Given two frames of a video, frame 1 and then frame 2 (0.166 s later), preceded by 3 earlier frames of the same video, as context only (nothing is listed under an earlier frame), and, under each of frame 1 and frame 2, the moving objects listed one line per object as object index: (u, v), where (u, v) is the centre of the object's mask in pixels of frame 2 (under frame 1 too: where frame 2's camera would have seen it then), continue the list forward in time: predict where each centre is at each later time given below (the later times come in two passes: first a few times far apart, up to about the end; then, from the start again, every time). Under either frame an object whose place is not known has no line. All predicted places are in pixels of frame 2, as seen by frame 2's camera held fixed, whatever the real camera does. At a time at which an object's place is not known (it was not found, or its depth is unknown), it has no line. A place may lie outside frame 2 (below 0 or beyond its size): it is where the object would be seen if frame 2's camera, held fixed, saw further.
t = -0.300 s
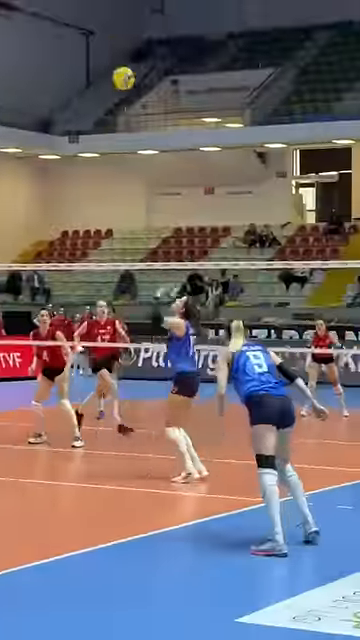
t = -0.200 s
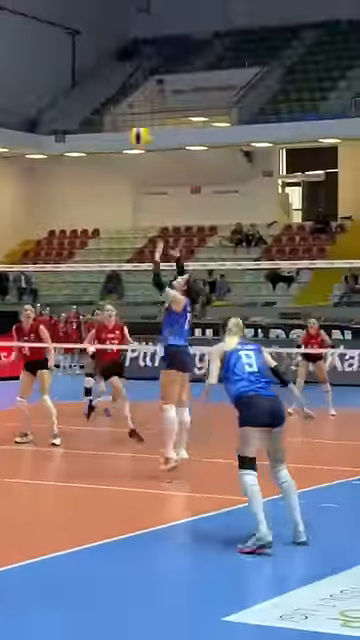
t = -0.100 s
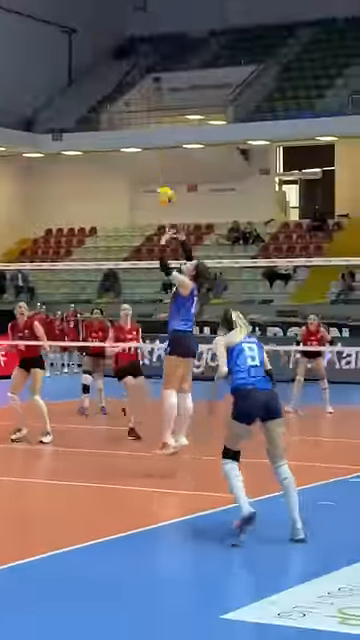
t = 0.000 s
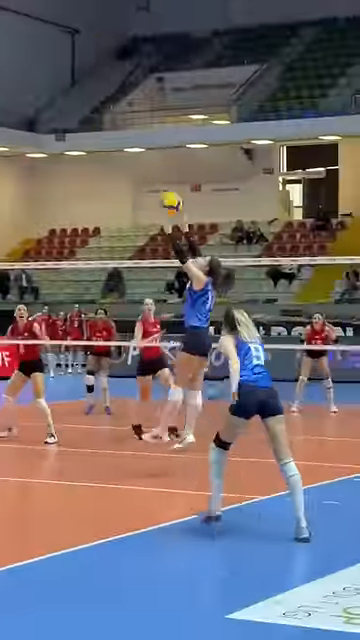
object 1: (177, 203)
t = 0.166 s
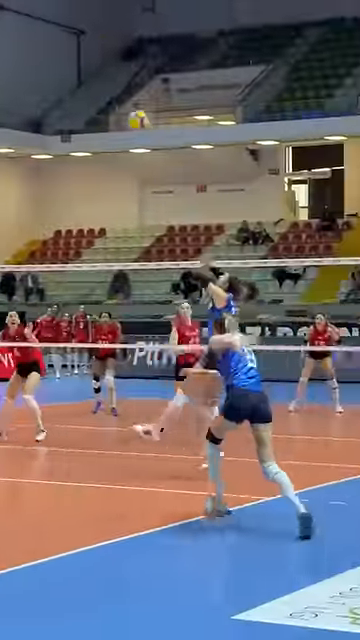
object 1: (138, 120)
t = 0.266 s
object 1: (117, 86)
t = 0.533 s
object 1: (65, 40)
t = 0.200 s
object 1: (131, 107)
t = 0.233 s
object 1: (124, 94)
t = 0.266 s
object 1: (117, 86)
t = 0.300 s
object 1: (109, 76)
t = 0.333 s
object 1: (102, 67)
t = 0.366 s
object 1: (95, 60)
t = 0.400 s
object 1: (88, 54)
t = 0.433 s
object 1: (82, 49)
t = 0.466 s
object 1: (77, 45)
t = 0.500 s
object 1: (71, 42)
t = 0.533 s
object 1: (65, 40)
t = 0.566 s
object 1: (59, 39)
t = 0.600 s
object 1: (54, 39)
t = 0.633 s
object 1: (47, 40)
